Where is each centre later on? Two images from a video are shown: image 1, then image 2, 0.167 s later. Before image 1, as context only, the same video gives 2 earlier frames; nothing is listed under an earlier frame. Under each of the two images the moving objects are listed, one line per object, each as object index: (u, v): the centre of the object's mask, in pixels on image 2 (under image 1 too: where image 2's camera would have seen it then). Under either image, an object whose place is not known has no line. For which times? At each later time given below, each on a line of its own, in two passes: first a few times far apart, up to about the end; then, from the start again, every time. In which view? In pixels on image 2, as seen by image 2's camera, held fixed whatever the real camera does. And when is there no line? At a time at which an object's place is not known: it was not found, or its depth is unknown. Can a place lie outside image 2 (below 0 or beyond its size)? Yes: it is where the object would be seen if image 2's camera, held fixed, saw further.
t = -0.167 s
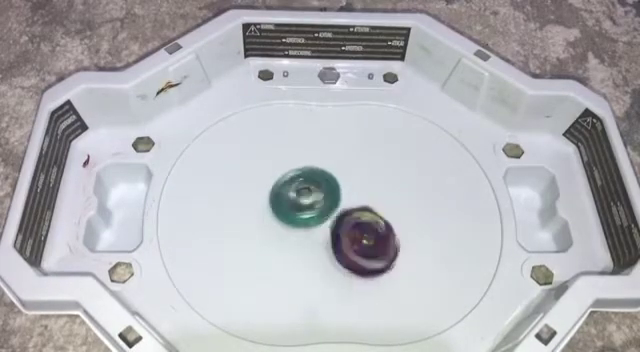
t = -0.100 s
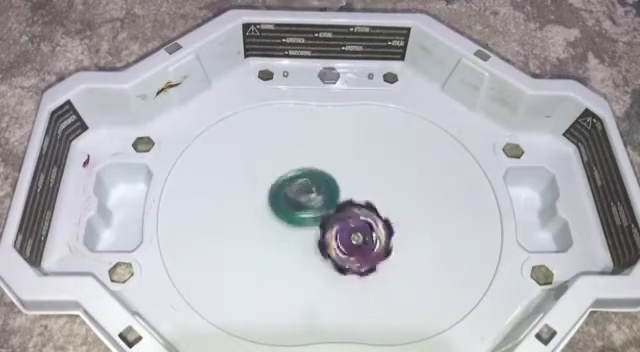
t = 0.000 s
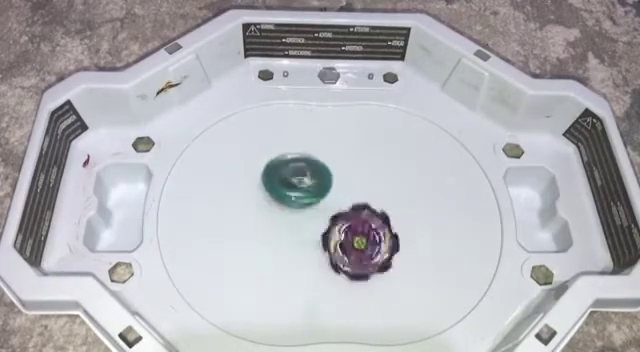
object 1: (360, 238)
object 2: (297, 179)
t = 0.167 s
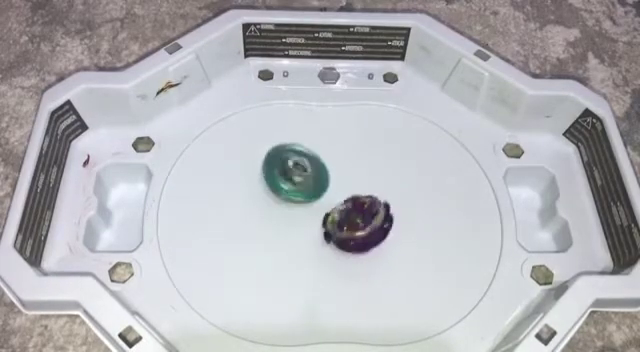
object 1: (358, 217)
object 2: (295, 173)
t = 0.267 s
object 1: (357, 213)
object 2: (300, 178)
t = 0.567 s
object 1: (360, 228)
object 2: (307, 186)
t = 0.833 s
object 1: (360, 227)
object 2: (305, 194)
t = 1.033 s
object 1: (359, 227)
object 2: (301, 195)
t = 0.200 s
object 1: (359, 214)
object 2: (296, 173)
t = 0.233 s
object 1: (359, 213)
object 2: (298, 176)
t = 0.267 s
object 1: (357, 213)
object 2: (300, 178)
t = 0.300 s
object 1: (356, 213)
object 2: (302, 180)
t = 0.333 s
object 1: (358, 217)
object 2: (304, 182)
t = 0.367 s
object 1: (360, 222)
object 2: (303, 180)
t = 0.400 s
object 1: (360, 225)
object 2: (303, 180)
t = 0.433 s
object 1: (361, 226)
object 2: (304, 180)
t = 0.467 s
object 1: (359, 225)
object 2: (304, 182)
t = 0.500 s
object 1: (358, 225)
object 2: (305, 184)
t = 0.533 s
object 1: (358, 225)
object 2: (307, 186)
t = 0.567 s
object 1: (360, 228)
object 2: (307, 186)
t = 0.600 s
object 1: (359, 228)
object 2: (307, 186)
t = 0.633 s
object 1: (358, 227)
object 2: (306, 187)
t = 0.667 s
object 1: (359, 227)
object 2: (305, 188)
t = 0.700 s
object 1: (359, 227)
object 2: (305, 188)
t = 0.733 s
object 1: (359, 227)
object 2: (305, 189)
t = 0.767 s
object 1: (359, 227)
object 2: (305, 191)
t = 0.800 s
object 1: (359, 227)
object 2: (306, 192)
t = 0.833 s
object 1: (360, 227)
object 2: (305, 194)
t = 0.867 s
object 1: (360, 229)
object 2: (304, 194)
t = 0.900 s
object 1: (359, 227)
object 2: (303, 194)
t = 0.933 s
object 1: (359, 227)
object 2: (303, 194)
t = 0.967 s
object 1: (360, 227)
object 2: (302, 194)
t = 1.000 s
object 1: (360, 228)
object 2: (301, 194)
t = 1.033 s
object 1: (359, 227)
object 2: (301, 195)
